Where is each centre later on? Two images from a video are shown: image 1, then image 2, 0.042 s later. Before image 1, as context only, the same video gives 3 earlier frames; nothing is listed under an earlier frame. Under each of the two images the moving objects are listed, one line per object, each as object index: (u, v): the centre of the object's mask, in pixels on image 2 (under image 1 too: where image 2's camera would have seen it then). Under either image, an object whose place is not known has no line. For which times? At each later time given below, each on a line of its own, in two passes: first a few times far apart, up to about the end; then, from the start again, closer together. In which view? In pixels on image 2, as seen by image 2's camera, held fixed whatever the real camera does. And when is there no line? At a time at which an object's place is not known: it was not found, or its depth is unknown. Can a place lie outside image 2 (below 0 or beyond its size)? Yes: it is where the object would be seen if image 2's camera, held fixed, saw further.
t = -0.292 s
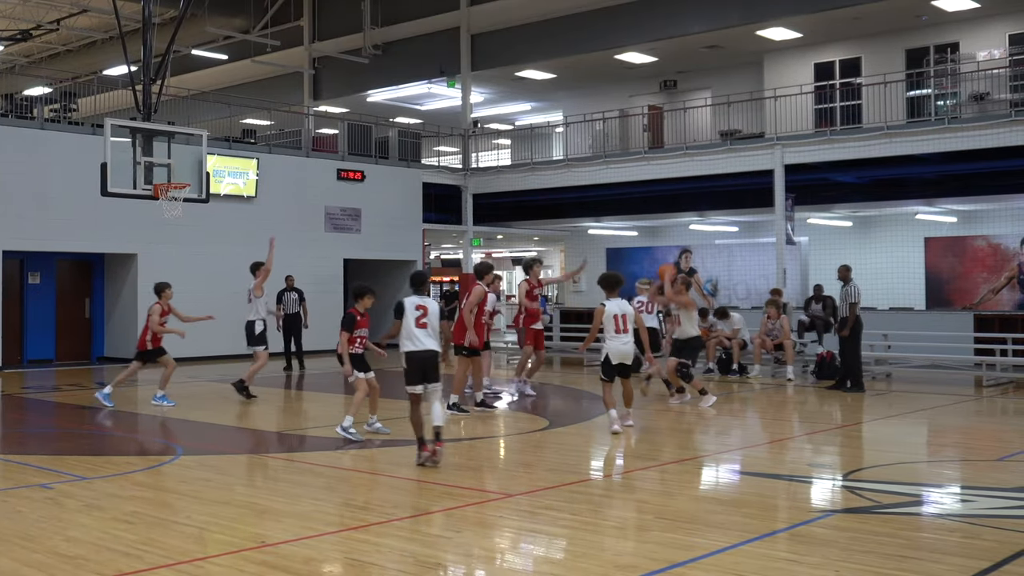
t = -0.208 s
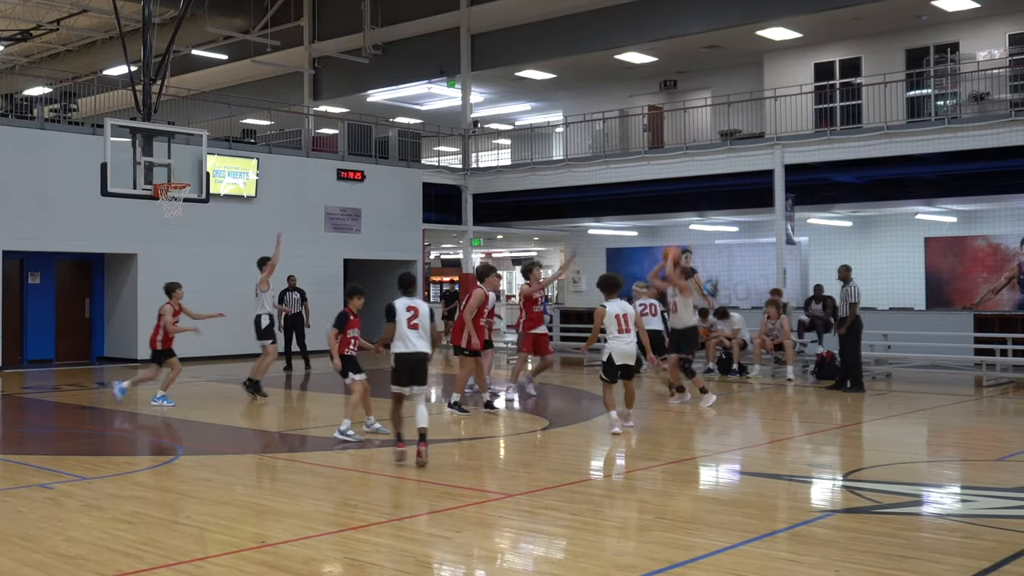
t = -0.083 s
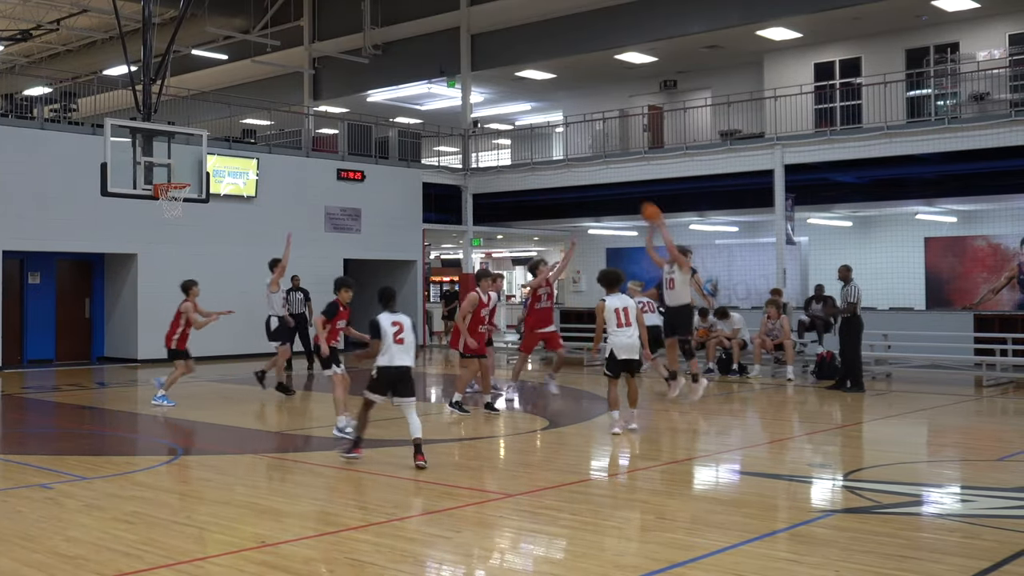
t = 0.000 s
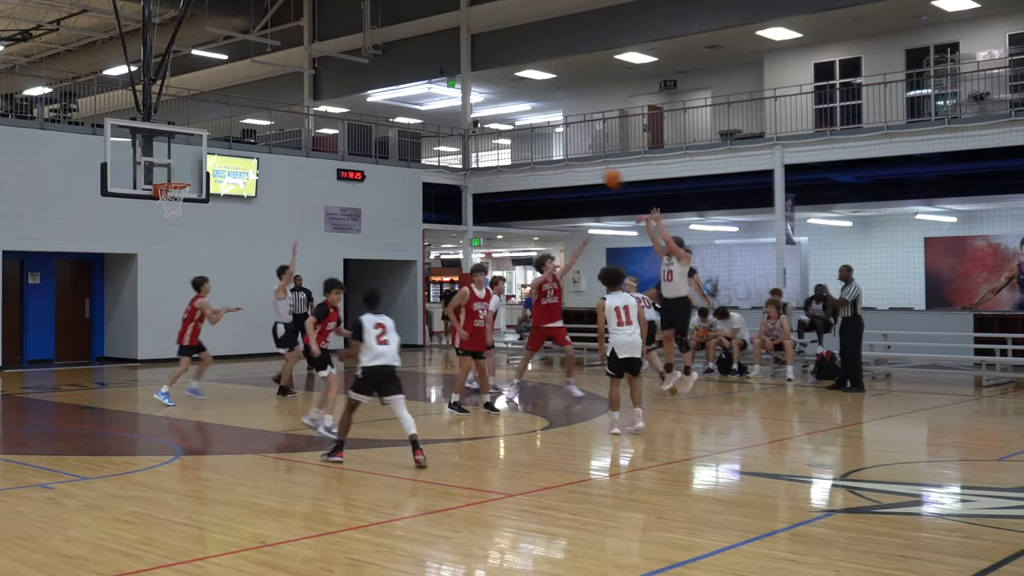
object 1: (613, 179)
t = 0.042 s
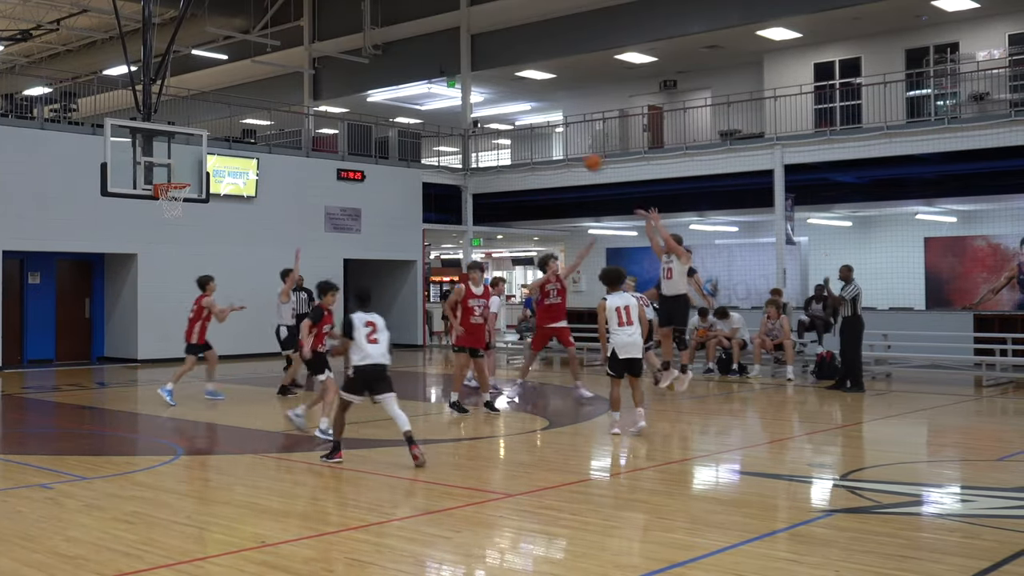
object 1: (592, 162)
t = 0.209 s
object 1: (516, 114)
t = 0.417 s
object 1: (427, 81)
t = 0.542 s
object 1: (375, 78)
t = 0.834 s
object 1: (262, 110)
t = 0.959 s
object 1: (215, 141)
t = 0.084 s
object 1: (573, 147)
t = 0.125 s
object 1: (553, 135)
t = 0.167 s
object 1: (535, 124)
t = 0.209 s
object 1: (516, 114)
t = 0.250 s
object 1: (498, 102)
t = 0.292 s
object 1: (482, 97)
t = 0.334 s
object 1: (464, 90)
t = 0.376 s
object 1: (446, 84)
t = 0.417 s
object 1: (427, 81)
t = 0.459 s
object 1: (410, 78)
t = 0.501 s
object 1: (394, 77)
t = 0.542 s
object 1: (375, 78)
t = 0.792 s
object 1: (278, 102)
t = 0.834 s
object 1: (262, 110)
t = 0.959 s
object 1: (215, 141)
